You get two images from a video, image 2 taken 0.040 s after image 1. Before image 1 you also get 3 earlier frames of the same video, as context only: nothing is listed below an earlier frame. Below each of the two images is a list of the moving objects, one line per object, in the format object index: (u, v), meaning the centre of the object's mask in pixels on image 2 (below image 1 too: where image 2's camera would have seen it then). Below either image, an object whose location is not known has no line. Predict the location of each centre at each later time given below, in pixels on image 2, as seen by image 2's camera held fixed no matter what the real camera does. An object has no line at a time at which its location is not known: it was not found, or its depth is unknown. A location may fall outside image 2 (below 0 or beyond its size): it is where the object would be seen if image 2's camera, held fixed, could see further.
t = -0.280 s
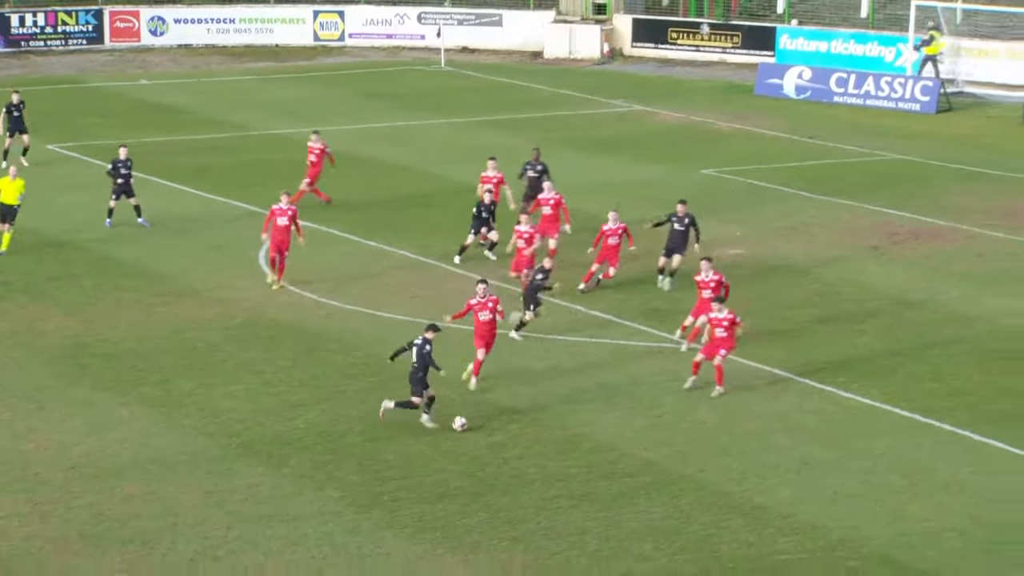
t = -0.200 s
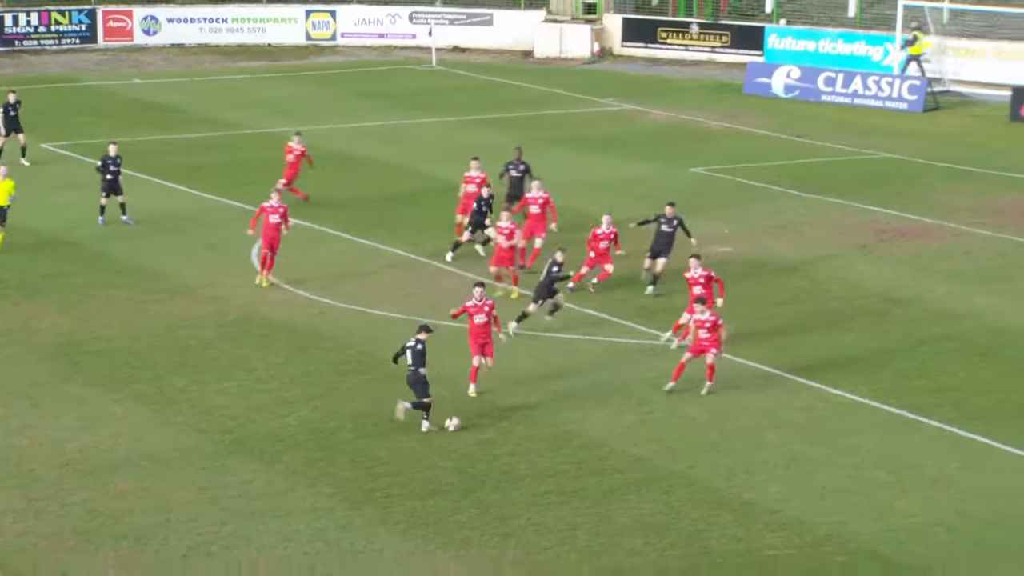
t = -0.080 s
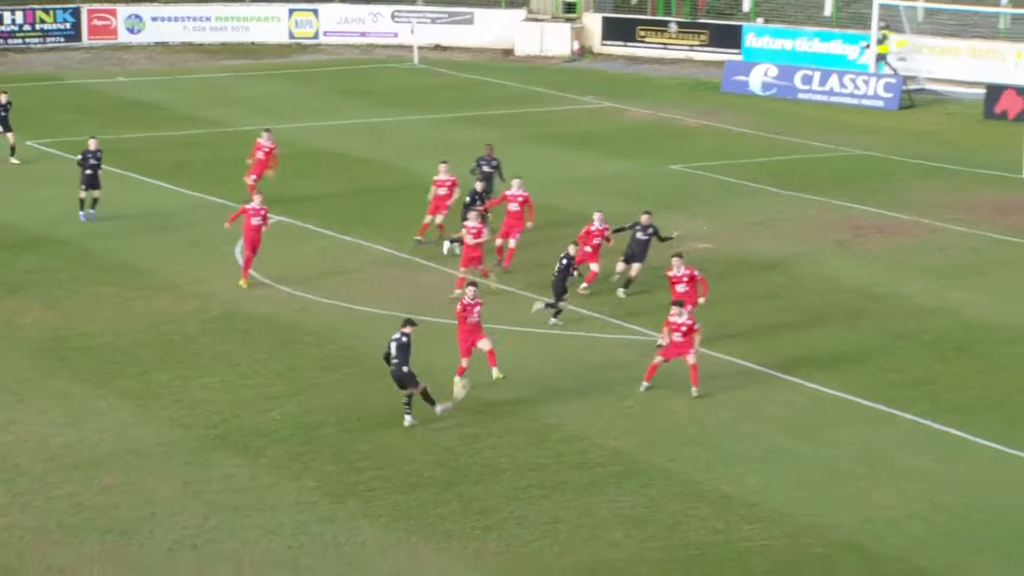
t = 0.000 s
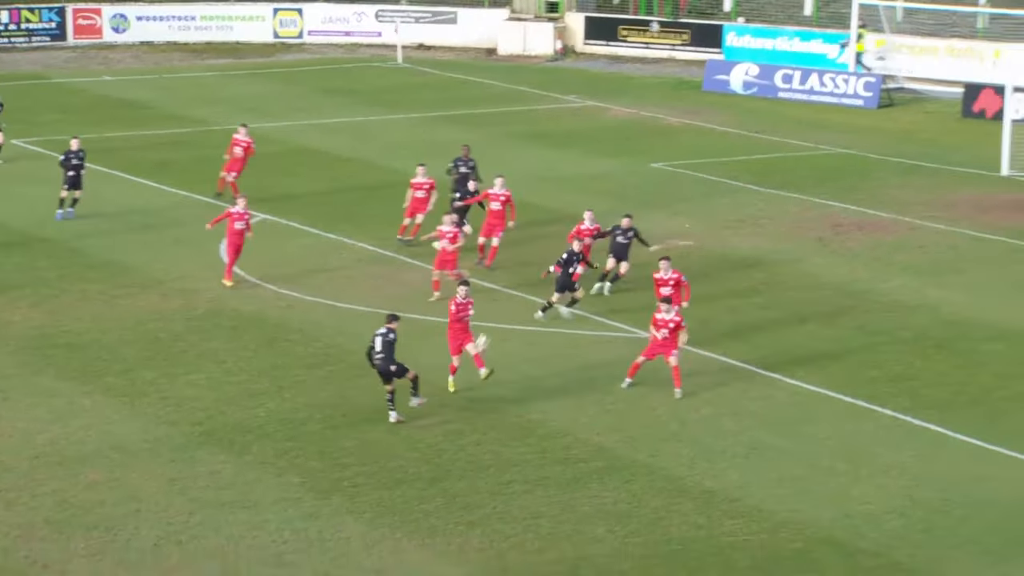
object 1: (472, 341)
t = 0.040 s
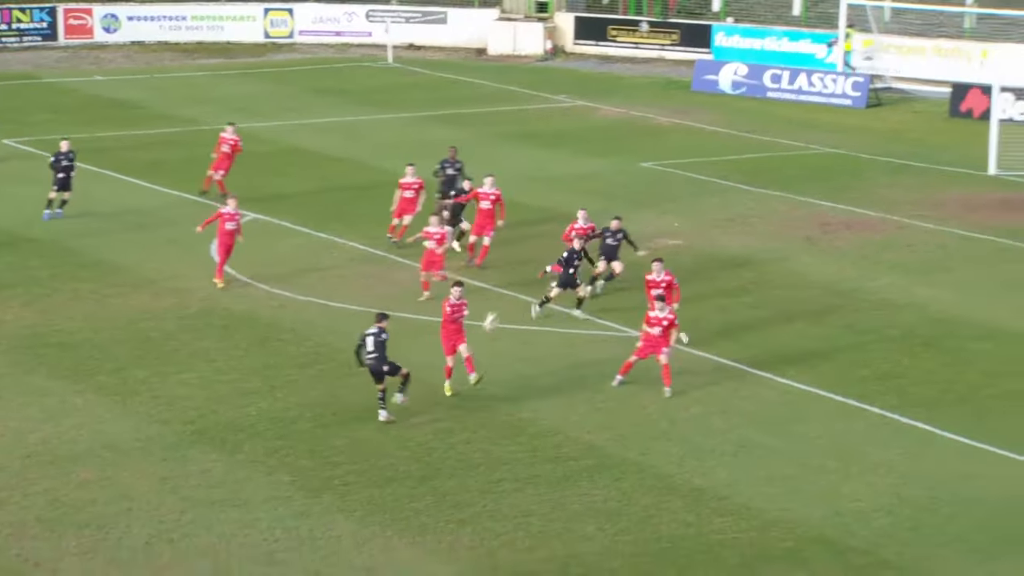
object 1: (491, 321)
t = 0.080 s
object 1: (506, 303)
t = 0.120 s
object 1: (524, 286)
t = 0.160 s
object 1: (540, 270)
